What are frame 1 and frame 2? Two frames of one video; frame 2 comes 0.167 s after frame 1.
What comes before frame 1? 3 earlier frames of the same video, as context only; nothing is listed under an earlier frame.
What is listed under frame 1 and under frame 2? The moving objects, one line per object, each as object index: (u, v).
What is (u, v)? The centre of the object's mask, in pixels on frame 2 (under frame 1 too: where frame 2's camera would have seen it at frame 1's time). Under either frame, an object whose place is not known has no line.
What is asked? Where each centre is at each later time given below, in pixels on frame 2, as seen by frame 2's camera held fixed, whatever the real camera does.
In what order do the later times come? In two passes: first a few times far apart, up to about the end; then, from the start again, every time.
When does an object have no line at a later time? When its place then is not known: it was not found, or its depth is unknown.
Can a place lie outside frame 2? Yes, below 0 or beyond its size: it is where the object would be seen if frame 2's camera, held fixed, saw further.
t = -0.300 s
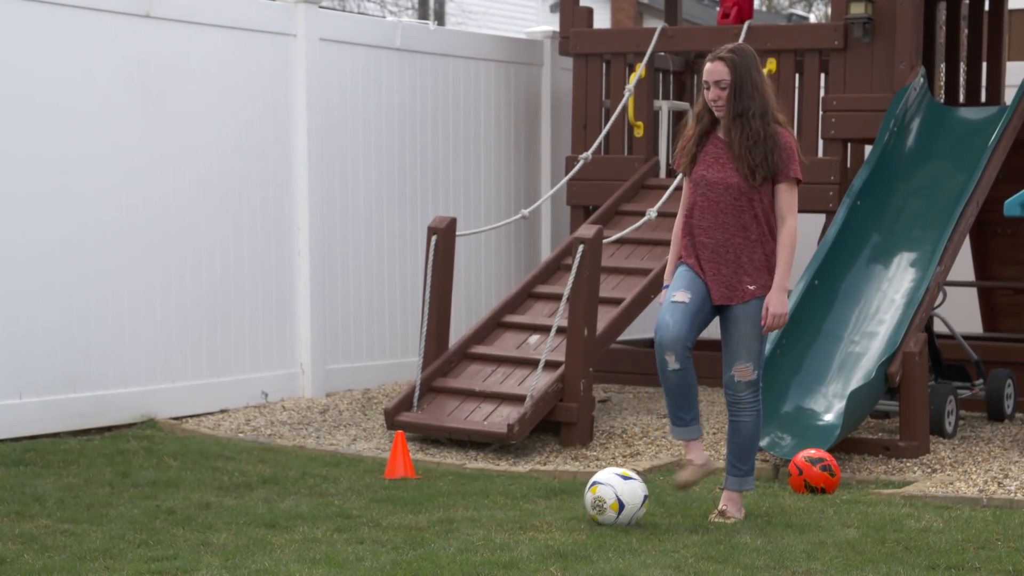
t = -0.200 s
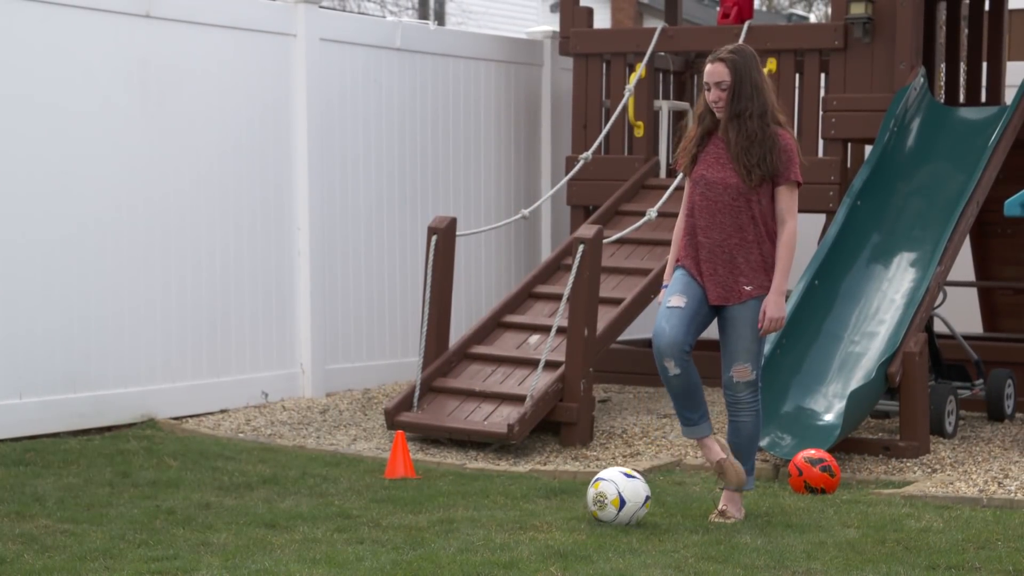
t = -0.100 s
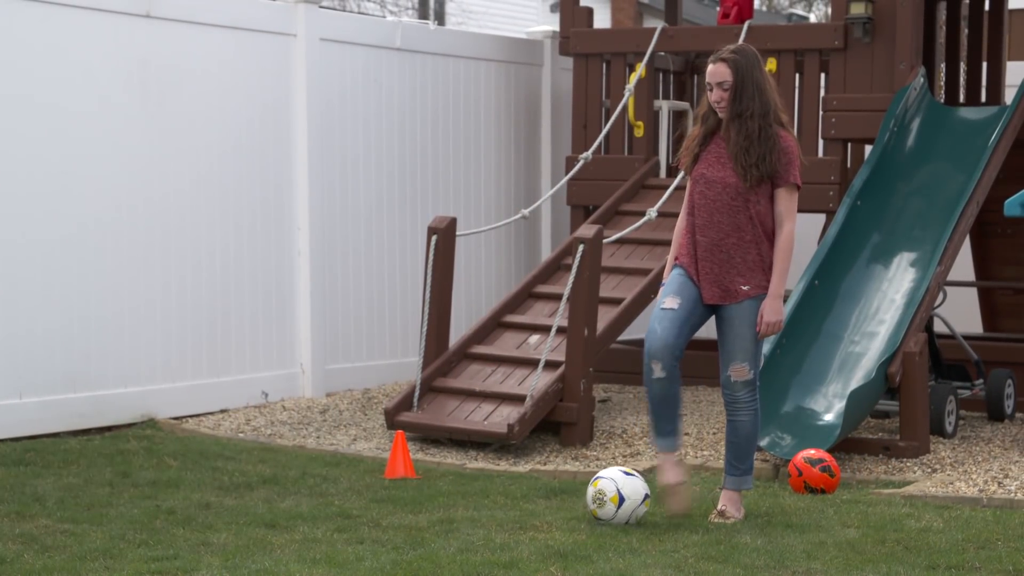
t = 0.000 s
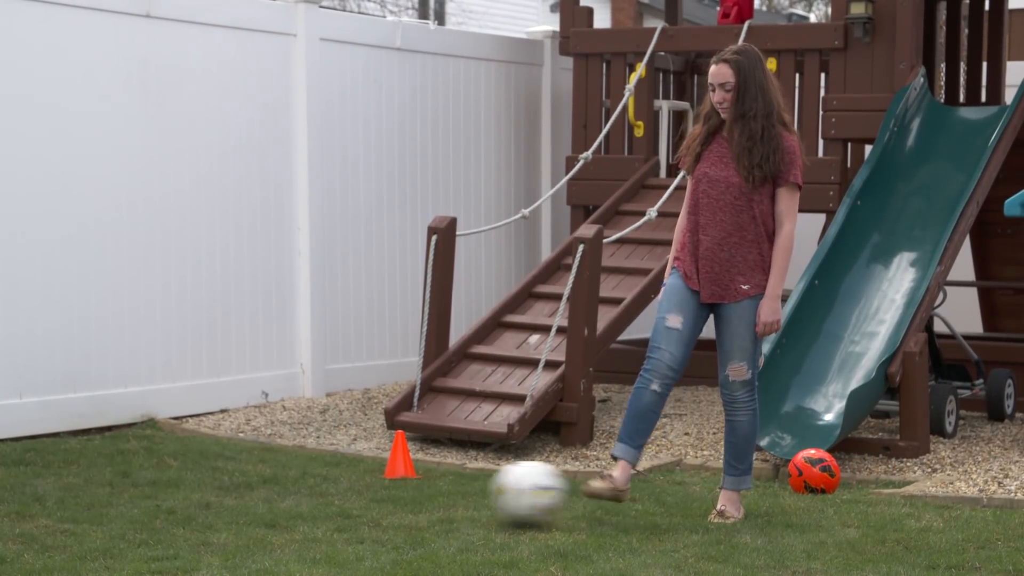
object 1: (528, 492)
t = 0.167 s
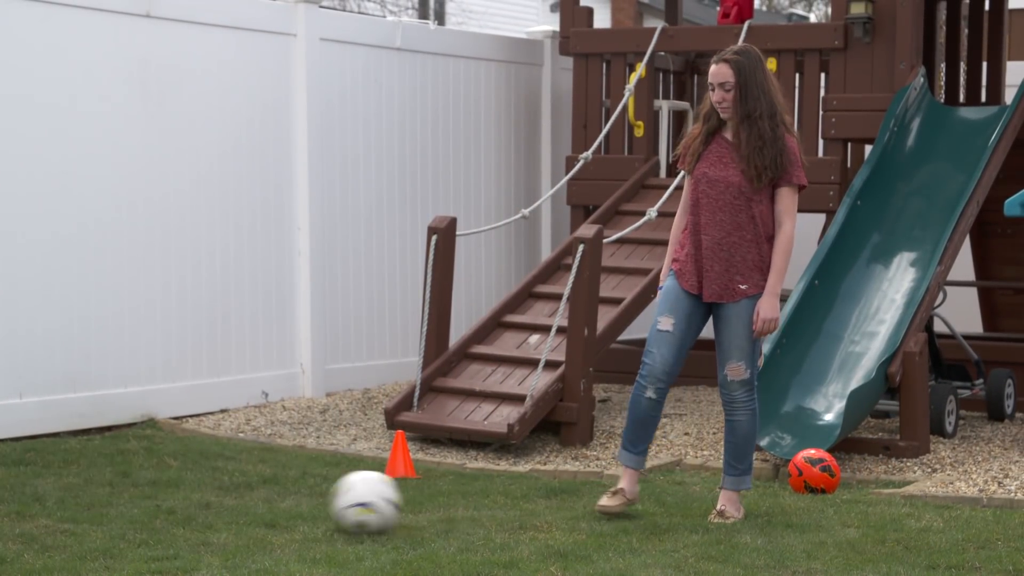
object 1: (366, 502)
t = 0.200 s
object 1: (342, 501)
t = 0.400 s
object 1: (205, 506)
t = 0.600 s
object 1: (80, 503)
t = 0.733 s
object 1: (17, 504)
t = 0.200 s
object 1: (342, 501)
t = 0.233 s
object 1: (318, 503)
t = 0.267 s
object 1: (295, 506)
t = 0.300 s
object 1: (273, 503)
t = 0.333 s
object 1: (251, 503)
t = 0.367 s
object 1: (228, 505)
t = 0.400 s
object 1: (205, 506)
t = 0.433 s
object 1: (183, 505)
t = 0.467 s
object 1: (162, 505)
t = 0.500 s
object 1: (141, 508)
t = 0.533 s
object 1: (121, 508)
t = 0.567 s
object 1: (101, 505)
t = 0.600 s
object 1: (80, 503)
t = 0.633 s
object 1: (60, 505)
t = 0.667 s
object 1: (39, 507)
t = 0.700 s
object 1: (27, 505)
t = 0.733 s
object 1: (17, 504)
